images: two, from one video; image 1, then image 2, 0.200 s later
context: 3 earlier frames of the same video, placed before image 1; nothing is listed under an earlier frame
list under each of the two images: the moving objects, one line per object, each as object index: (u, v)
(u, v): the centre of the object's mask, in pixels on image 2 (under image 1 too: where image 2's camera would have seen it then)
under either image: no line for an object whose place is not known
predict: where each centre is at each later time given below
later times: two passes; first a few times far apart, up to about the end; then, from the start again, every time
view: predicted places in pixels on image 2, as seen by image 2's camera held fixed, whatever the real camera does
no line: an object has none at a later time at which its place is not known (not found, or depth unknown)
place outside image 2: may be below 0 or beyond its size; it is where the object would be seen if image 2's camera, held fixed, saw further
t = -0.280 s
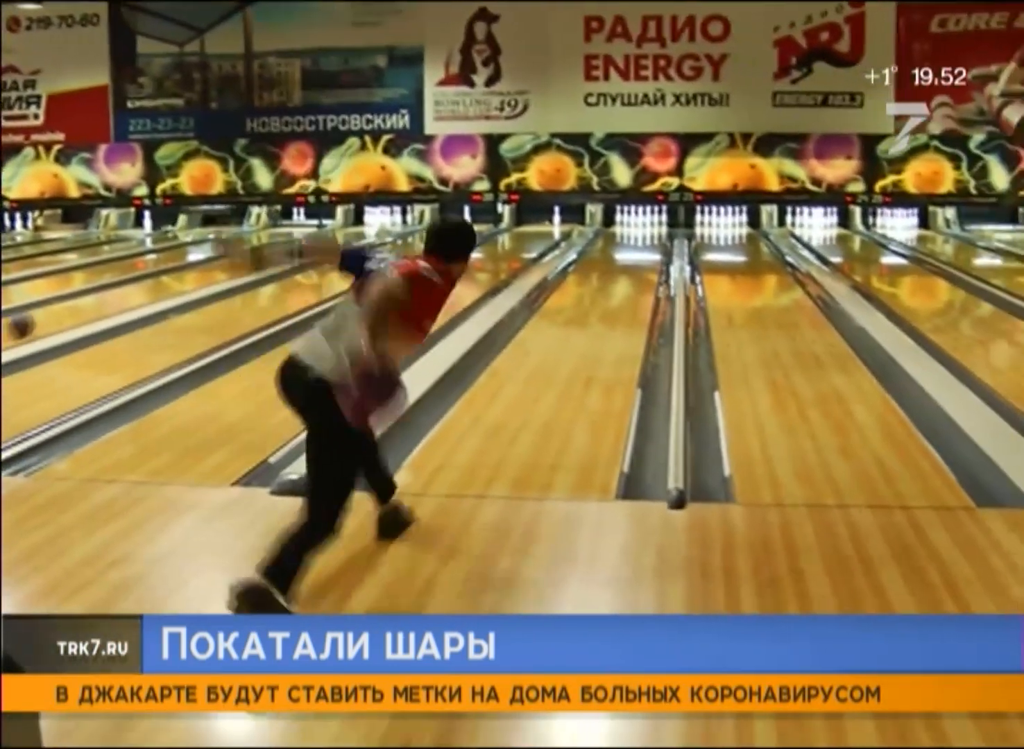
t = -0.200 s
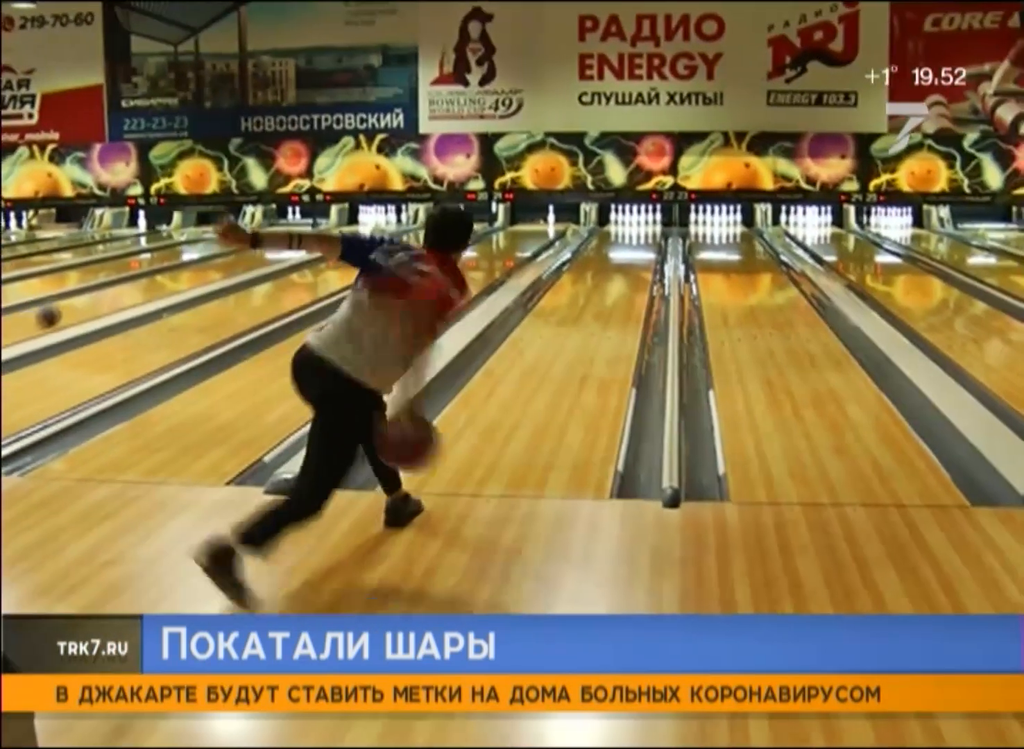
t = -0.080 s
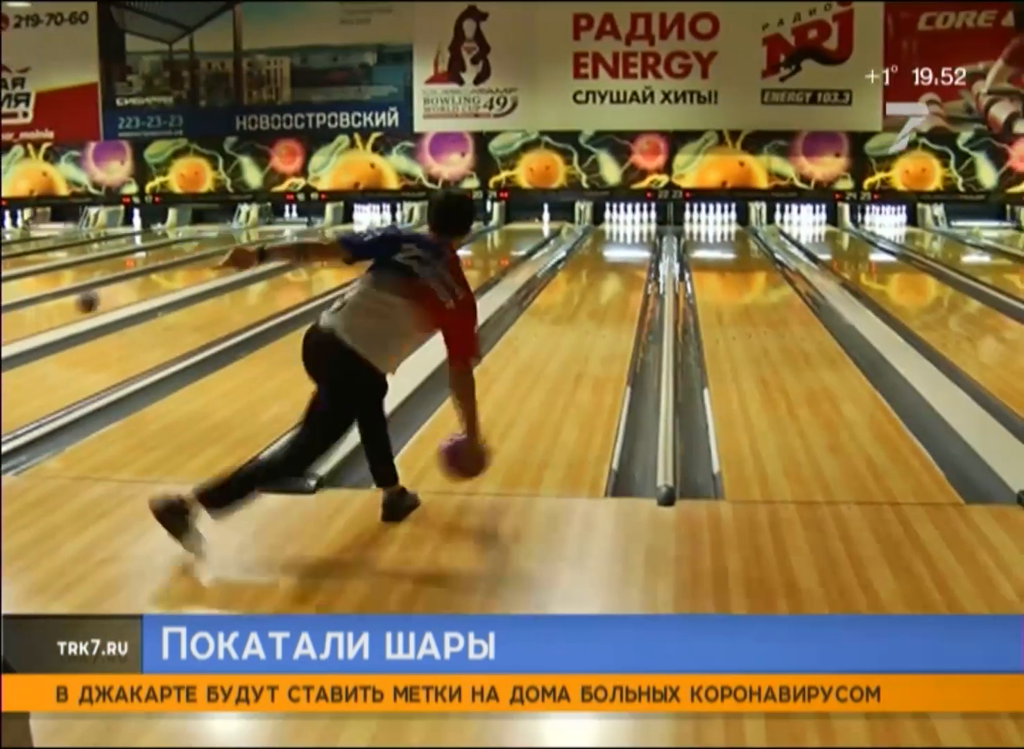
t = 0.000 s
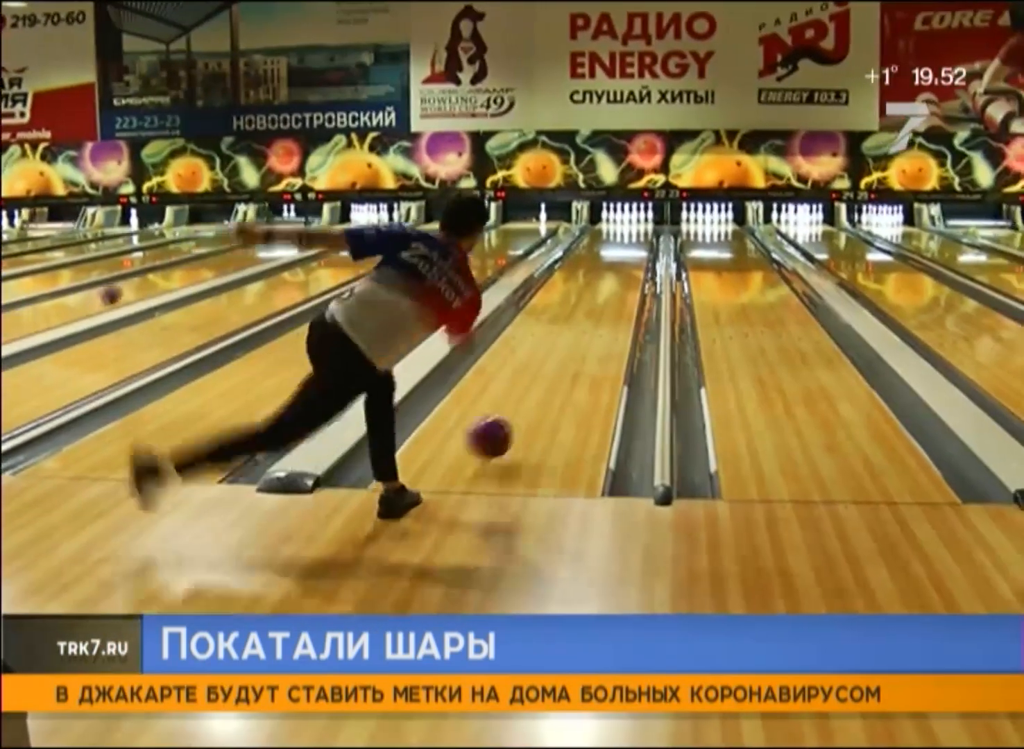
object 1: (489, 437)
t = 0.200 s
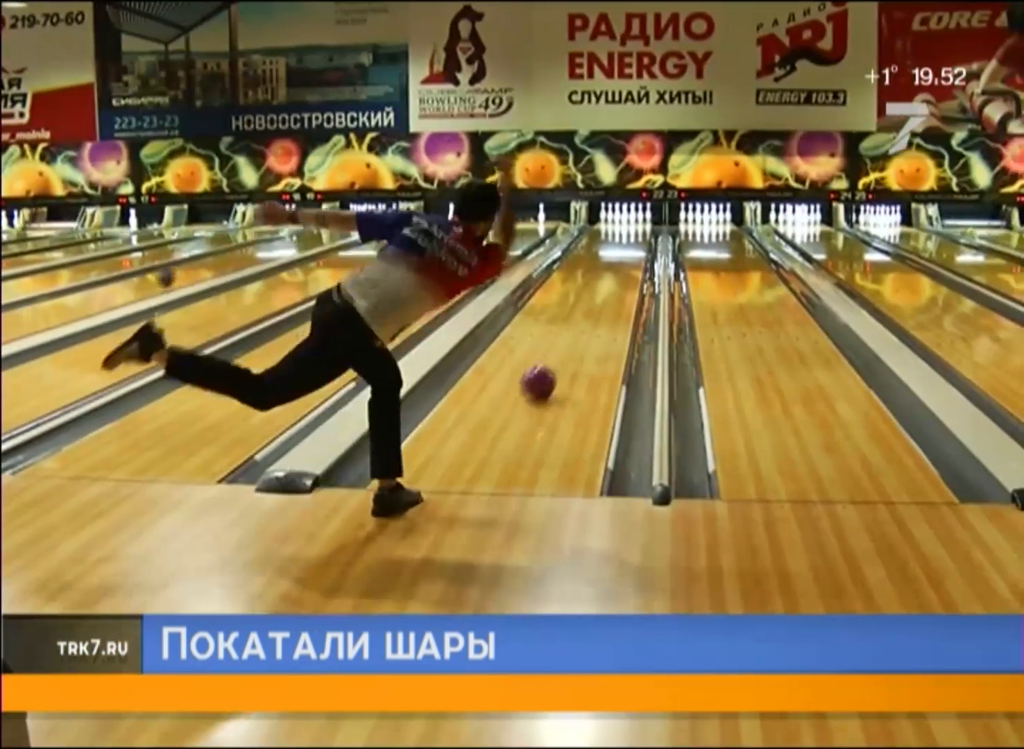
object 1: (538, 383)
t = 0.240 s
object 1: (546, 373)
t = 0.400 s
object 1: (569, 342)
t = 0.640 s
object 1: (596, 309)
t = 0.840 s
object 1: (610, 288)
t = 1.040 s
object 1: (622, 272)
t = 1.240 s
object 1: (630, 260)
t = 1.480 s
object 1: (638, 247)
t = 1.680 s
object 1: (641, 240)
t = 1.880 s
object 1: (642, 234)
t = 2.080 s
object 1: (641, 229)
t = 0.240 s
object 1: (546, 373)
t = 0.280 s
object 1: (552, 365)
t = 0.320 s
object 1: (558, 356)
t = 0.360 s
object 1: (564, 349)
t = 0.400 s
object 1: (569, 342)
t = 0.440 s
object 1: (575, 336)
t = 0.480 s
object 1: (580, 330)
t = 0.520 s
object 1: (584, 324)
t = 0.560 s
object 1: (588, 318)
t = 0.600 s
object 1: (592, 314)
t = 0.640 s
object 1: (596, 309)
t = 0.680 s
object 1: (599, 304)
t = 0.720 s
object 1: (602, 300)
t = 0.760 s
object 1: (604, 295)
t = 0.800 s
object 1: (608, 292)
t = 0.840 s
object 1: (610, 288)
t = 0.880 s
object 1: (612, 284)
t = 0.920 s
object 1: (615, 281)
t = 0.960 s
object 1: (617, 279)
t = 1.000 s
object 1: (620, 276)
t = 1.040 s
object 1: (622, 272)
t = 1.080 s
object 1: (623, 270)
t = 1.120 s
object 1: (625, 267)
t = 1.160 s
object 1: (627, 265)
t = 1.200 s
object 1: (628, 262)
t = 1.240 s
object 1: (630, 260)
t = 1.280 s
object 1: (631, 258)
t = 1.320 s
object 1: (633, 256)
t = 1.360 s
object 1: (634, 253)
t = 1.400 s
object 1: (636, 251)
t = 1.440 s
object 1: (637, 250)
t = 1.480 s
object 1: (638, 247)
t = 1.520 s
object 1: (639, 245)
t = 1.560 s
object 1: (639, 244)
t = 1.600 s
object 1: (640, 243)
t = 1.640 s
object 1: (642, 241)
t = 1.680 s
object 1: (641, 240)
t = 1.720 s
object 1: (642, 239)
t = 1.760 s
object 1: (642, 238)
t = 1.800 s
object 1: (642, 237)
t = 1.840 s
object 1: (642, 236)
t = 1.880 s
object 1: (642, 234)
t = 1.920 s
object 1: (642, 233)
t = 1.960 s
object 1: (641, 232)
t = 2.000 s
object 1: (642, 231)
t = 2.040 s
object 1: (641, 230)
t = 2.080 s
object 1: (641, 229)
